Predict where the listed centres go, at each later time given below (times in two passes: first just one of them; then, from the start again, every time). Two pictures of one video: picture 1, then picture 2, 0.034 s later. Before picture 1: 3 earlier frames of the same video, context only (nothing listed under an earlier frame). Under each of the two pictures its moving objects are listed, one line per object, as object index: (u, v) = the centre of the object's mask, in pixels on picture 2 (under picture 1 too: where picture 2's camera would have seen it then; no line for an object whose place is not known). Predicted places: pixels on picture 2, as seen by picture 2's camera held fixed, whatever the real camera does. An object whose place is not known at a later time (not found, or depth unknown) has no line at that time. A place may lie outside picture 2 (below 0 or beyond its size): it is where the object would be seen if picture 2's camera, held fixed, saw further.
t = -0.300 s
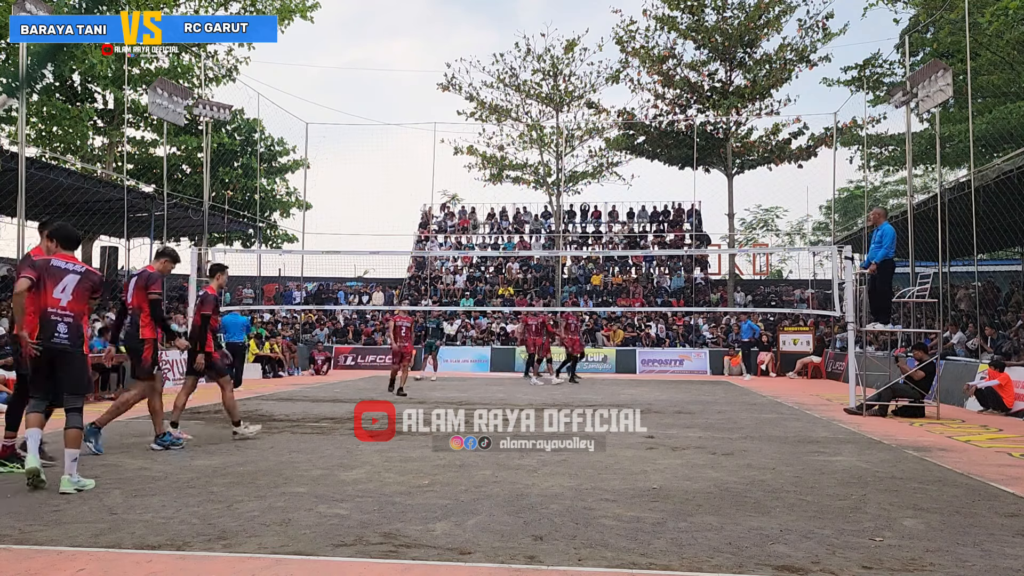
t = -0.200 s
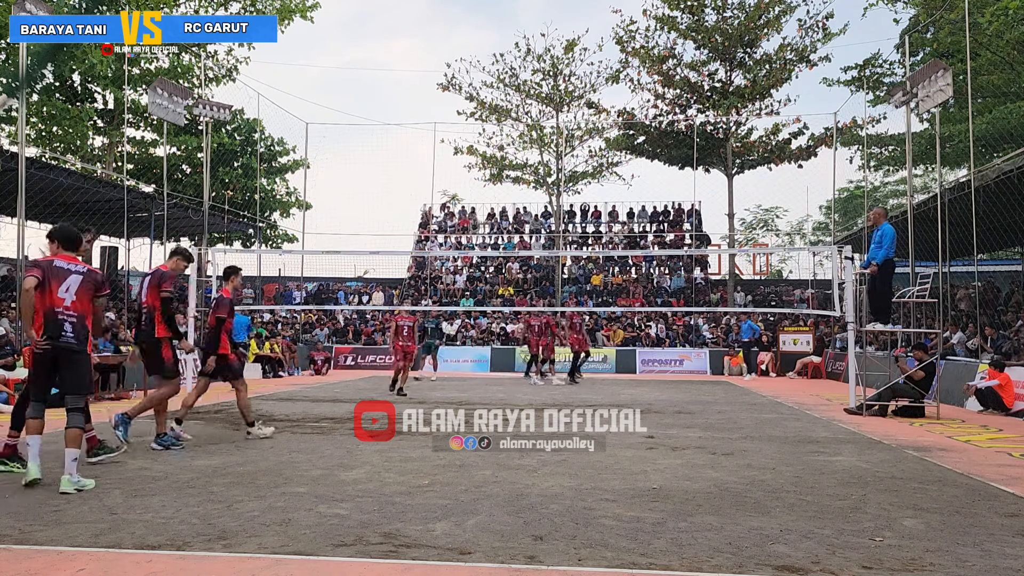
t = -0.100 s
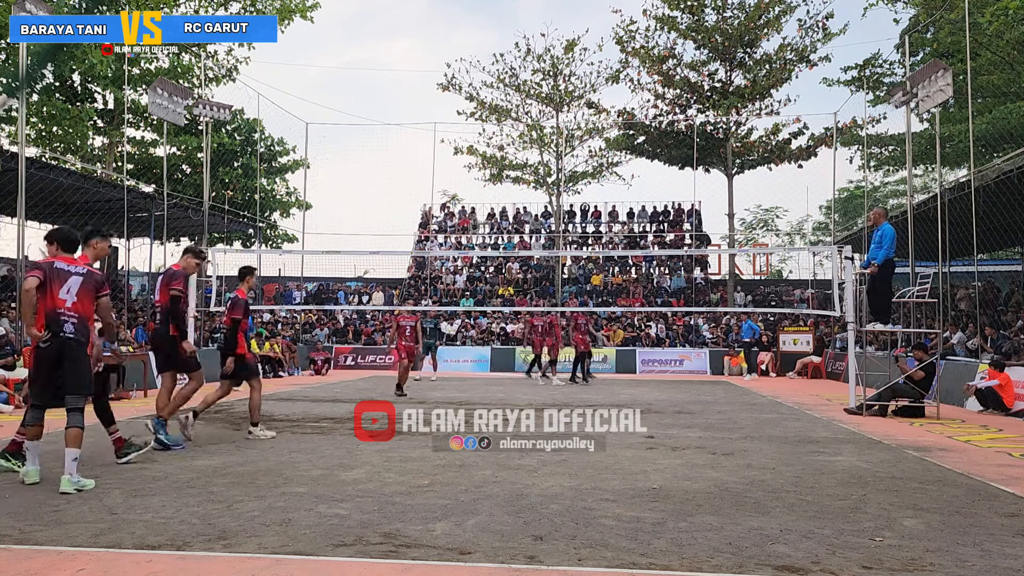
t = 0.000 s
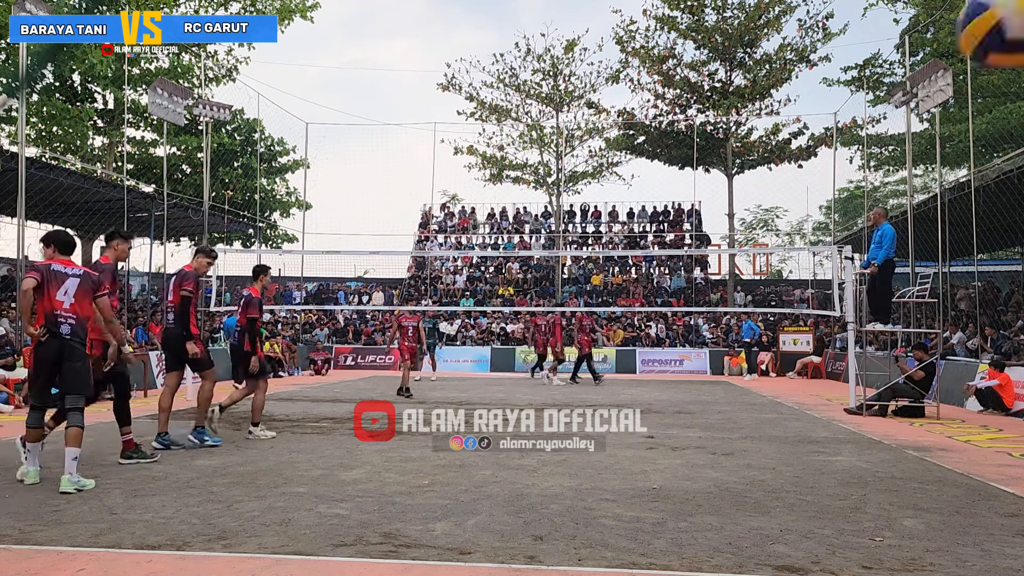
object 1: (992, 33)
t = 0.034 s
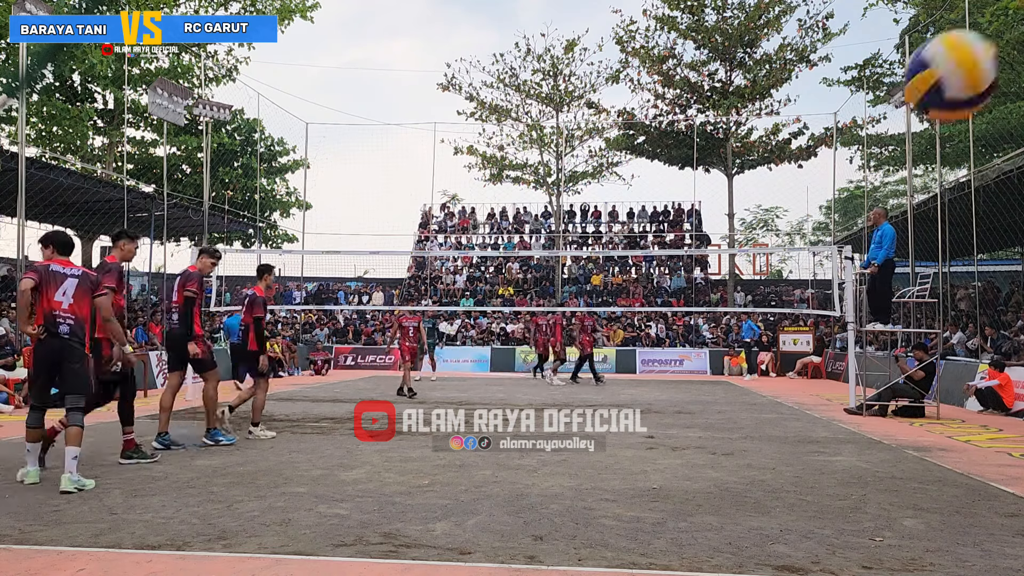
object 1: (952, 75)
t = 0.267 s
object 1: (589, 545)
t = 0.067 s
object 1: (896, 132)
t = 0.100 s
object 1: (842, 194)
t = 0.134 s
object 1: (789, 257)
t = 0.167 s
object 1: (736, 324)
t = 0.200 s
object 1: (686, 399)
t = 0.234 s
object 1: (637, 472)
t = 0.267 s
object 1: (589, 545)
